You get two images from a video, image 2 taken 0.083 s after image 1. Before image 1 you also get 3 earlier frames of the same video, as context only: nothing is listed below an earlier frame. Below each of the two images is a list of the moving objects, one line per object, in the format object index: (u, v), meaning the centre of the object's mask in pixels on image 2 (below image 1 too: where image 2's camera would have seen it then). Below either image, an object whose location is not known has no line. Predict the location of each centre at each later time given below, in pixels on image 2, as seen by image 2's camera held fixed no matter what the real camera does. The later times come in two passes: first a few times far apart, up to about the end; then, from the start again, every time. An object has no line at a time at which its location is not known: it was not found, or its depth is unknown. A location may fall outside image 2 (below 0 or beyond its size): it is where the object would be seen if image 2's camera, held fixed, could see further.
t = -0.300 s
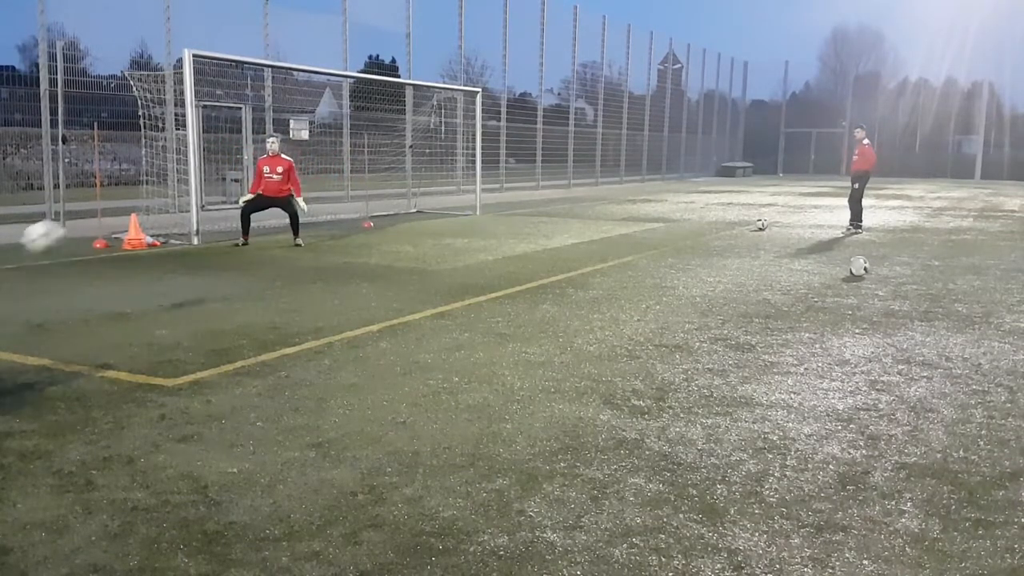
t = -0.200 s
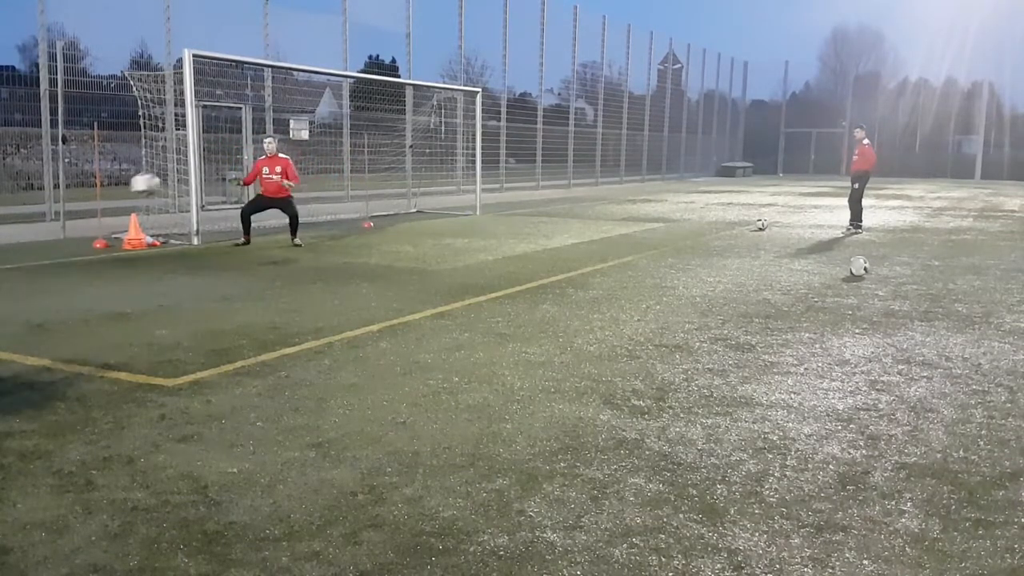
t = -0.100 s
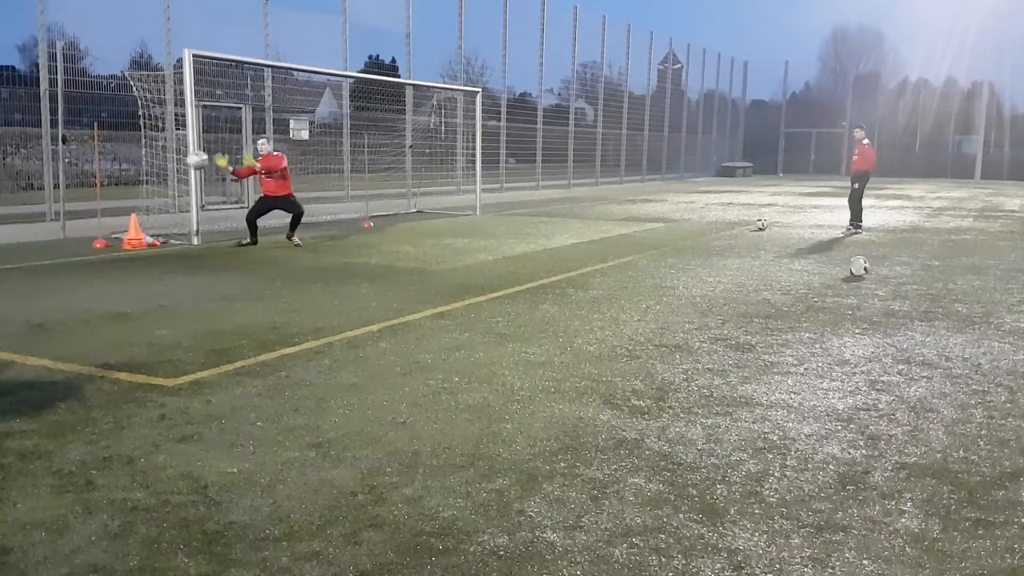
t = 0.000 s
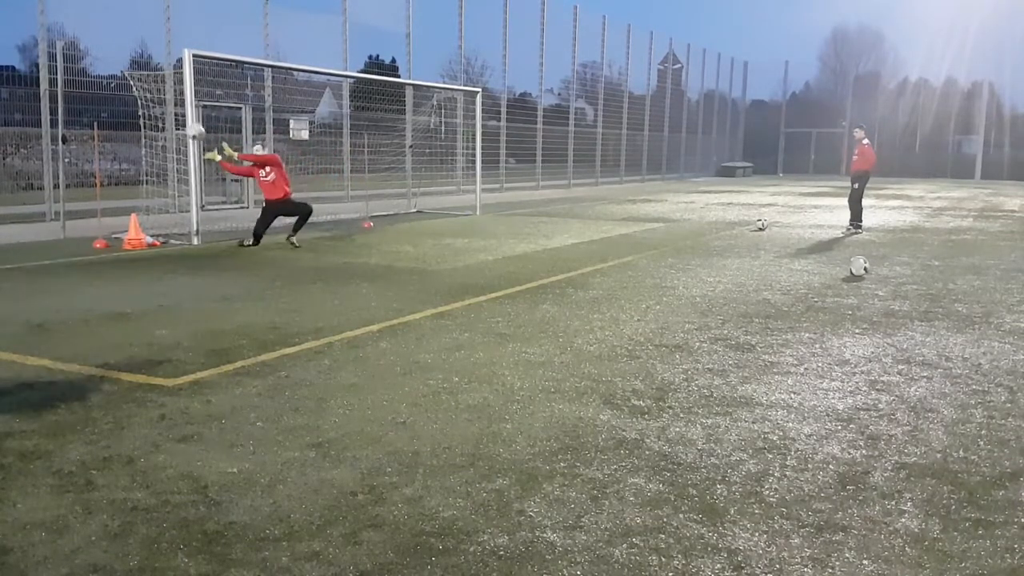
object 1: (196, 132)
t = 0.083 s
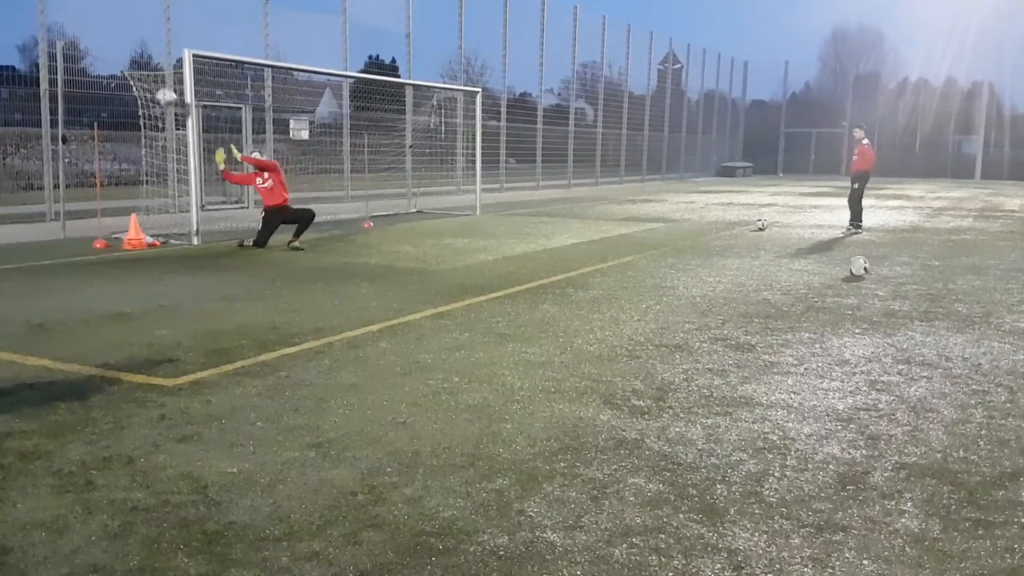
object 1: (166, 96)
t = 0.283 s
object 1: (102, 42)
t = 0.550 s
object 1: (22, 18)
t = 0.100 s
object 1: (160, 92)
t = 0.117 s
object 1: (155, 85)
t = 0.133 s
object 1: (149, 79)
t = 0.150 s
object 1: (143, 73)
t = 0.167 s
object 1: (138, 68)
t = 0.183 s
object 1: (134, 66)
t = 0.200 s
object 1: (129, 60)
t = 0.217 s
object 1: (123, 56)
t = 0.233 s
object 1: (118, 52)
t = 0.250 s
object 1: (112, 48)
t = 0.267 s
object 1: (106, 44)
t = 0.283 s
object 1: (102, 42)
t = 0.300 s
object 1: (97, 38)
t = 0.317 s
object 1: (91, 35)
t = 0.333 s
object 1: (86, 33)
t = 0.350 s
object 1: (81, 30)
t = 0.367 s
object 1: (75, 27)
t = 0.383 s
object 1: (71, 26)
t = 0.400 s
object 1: (66, 24)
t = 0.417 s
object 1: (61, 22)
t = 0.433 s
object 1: (55, 21)
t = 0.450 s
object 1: (50, 20)
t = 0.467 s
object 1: (45, 19)
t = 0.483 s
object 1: (40, 18)
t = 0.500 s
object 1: (35, 18)
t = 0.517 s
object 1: (30, 18)
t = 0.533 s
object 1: (26, 18)
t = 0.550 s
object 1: (22, 18)
